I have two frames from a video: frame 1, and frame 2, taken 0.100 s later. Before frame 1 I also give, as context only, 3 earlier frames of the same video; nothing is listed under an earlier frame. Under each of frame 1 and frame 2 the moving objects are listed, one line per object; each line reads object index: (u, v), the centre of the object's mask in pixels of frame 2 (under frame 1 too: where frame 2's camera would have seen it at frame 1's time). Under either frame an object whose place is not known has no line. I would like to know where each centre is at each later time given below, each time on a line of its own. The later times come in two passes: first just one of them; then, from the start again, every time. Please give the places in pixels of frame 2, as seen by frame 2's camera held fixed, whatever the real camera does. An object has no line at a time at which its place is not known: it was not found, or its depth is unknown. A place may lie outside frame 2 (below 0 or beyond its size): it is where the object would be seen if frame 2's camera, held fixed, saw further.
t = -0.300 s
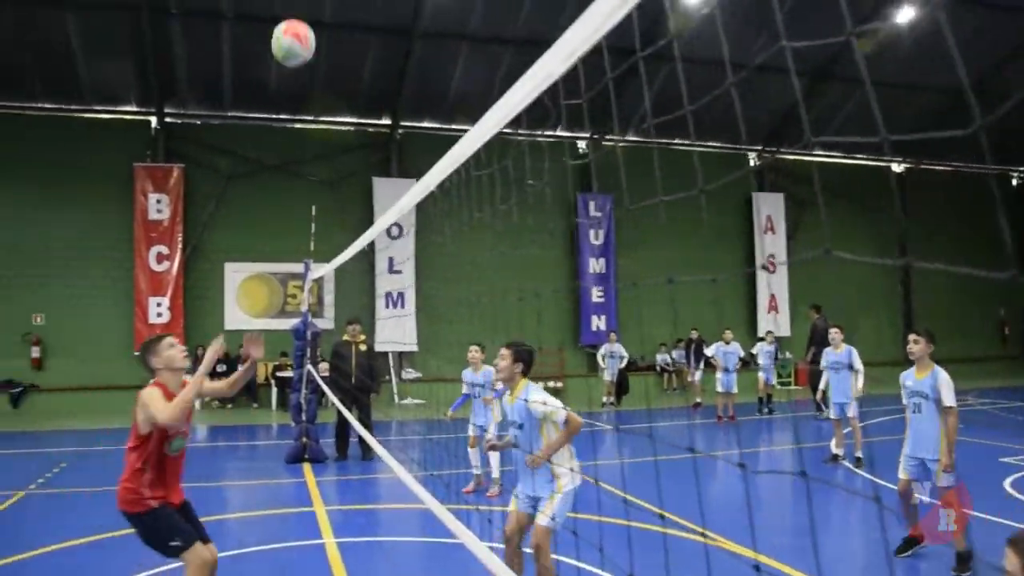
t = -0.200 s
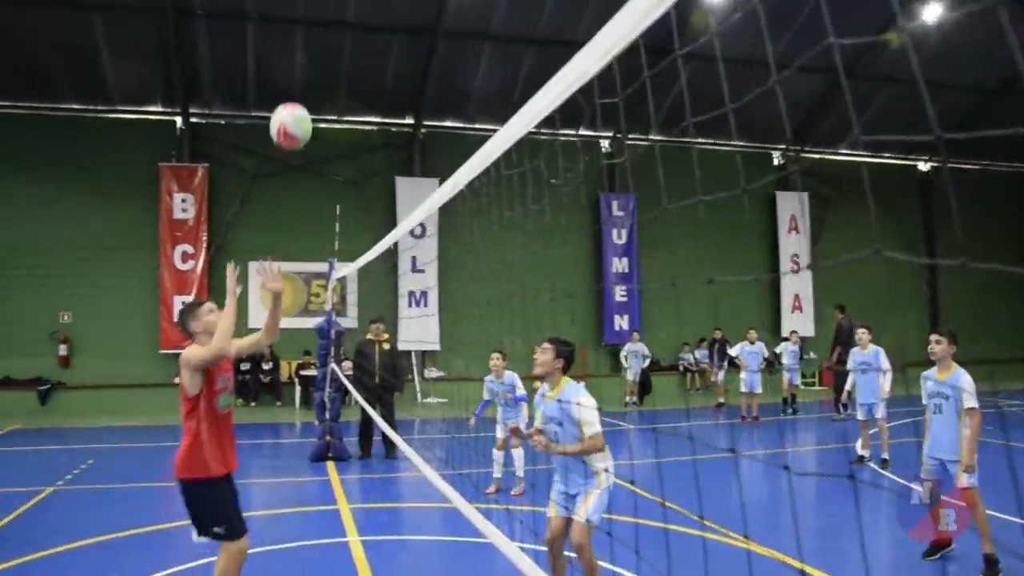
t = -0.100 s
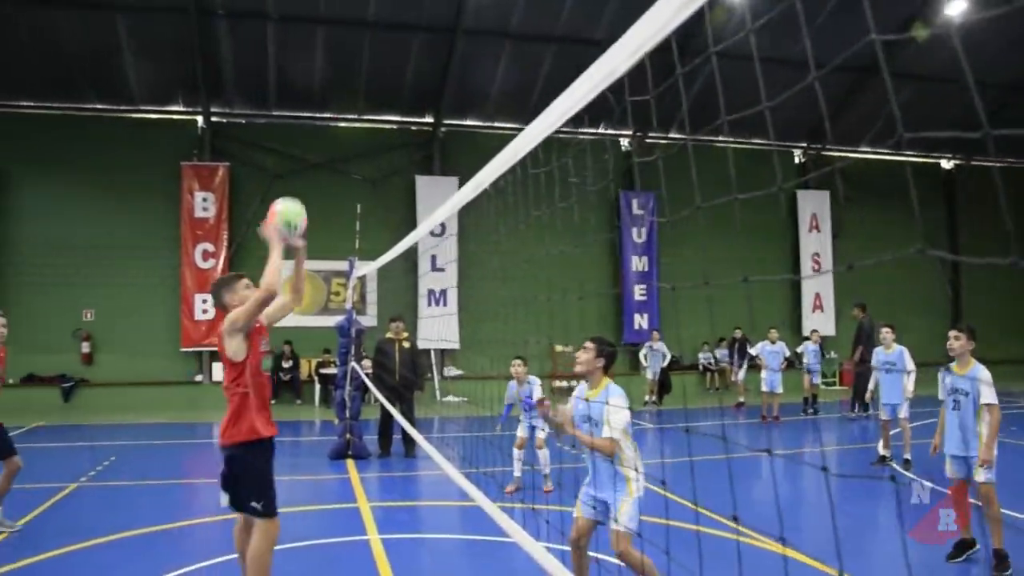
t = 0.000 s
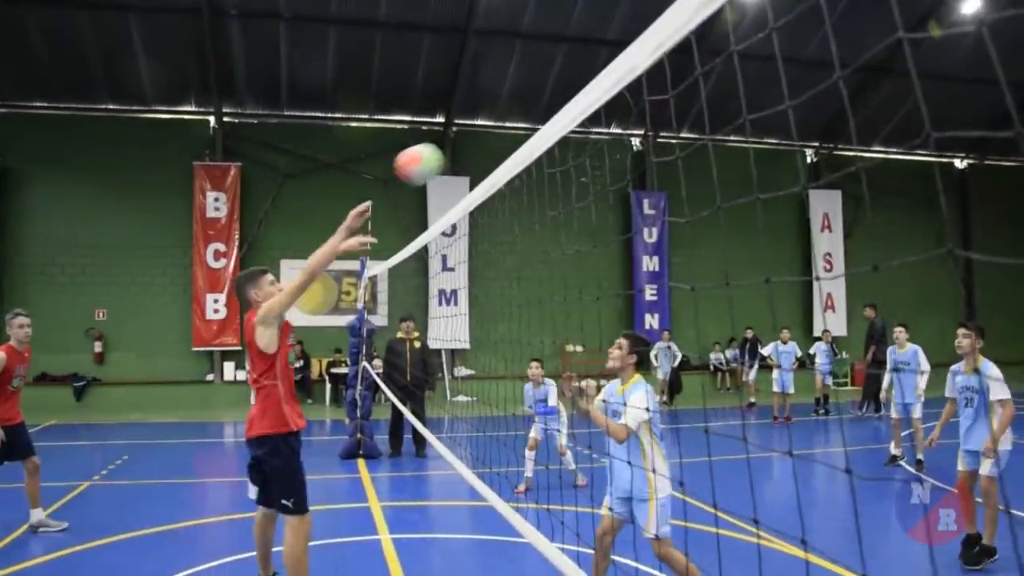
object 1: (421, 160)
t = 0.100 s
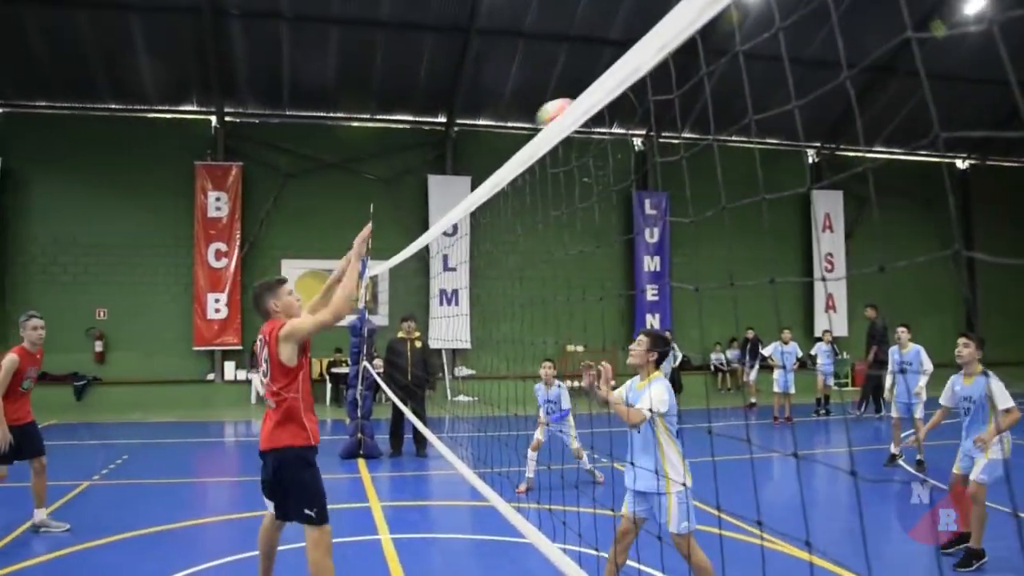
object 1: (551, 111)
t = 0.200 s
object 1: (689, 94)
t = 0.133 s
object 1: (609, 113)
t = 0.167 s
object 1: (646, 99)
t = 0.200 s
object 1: (689, 94)
